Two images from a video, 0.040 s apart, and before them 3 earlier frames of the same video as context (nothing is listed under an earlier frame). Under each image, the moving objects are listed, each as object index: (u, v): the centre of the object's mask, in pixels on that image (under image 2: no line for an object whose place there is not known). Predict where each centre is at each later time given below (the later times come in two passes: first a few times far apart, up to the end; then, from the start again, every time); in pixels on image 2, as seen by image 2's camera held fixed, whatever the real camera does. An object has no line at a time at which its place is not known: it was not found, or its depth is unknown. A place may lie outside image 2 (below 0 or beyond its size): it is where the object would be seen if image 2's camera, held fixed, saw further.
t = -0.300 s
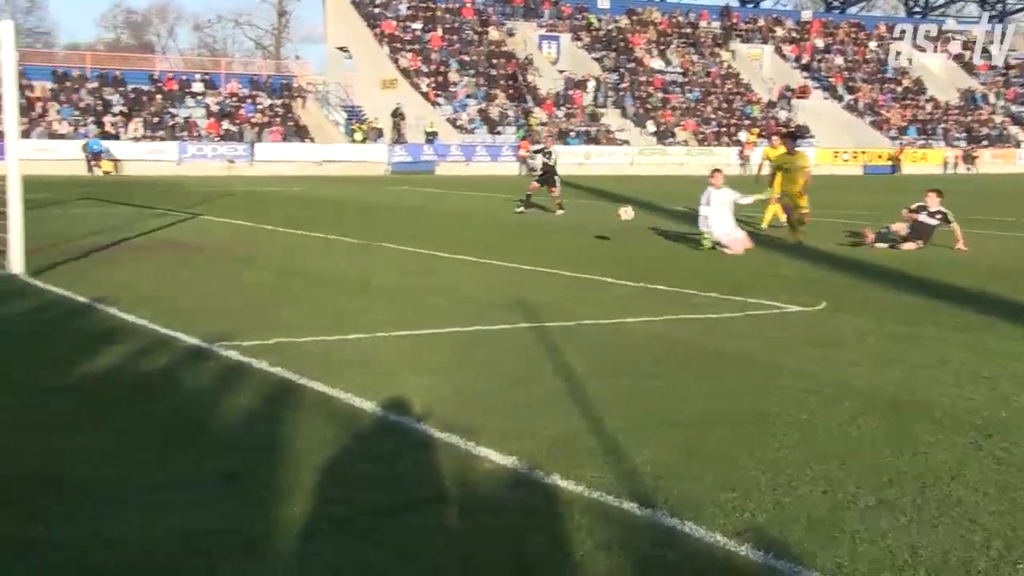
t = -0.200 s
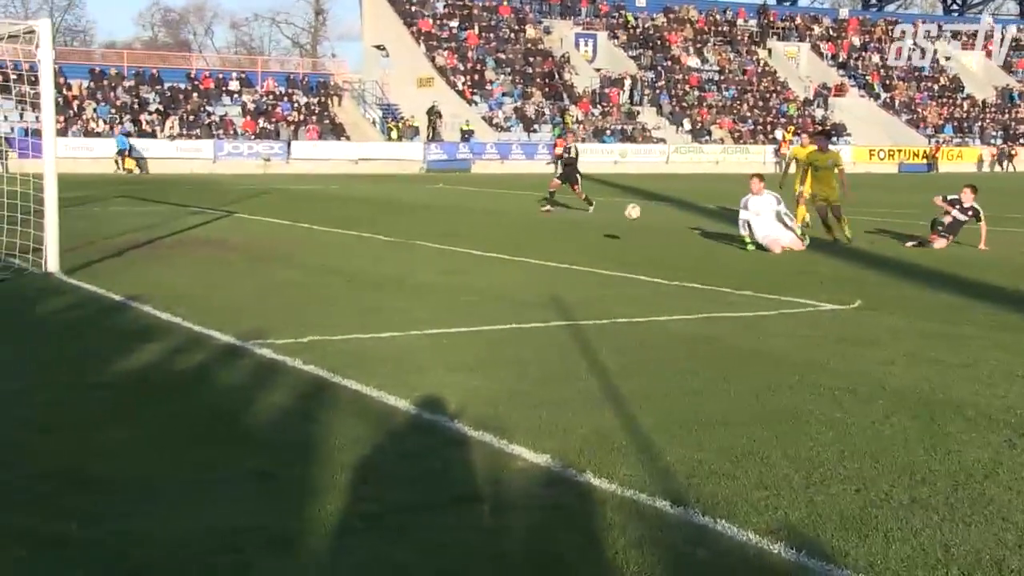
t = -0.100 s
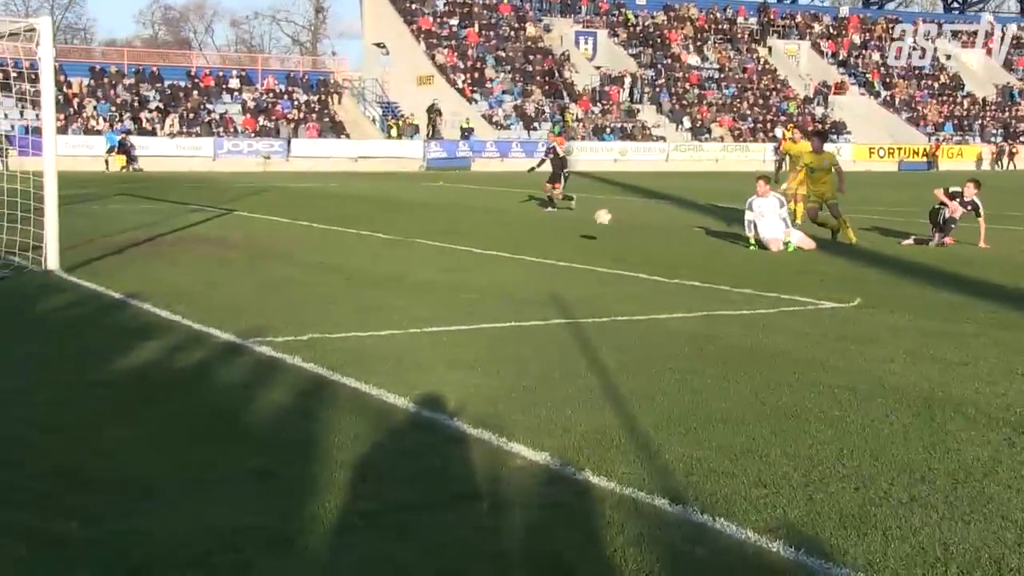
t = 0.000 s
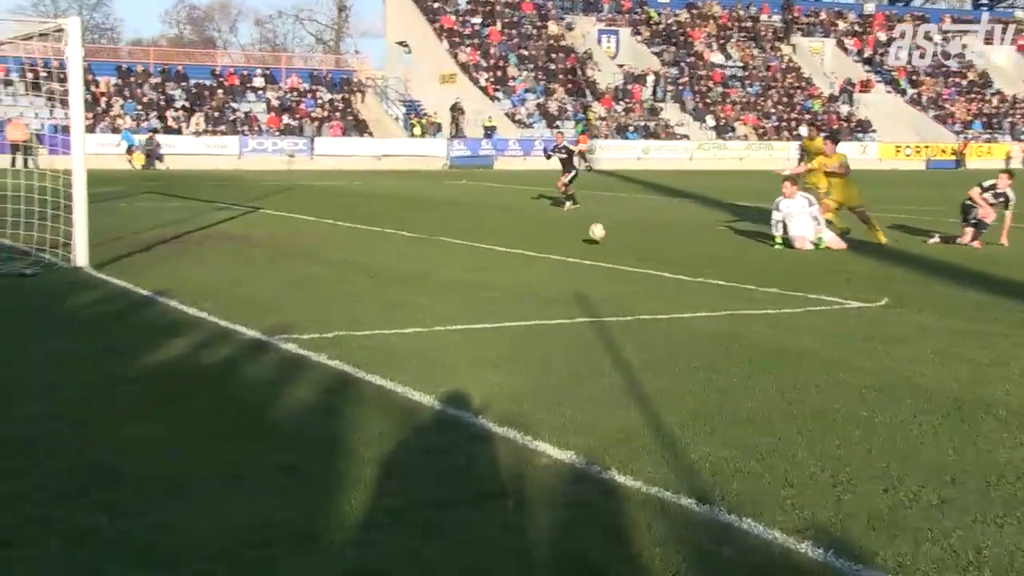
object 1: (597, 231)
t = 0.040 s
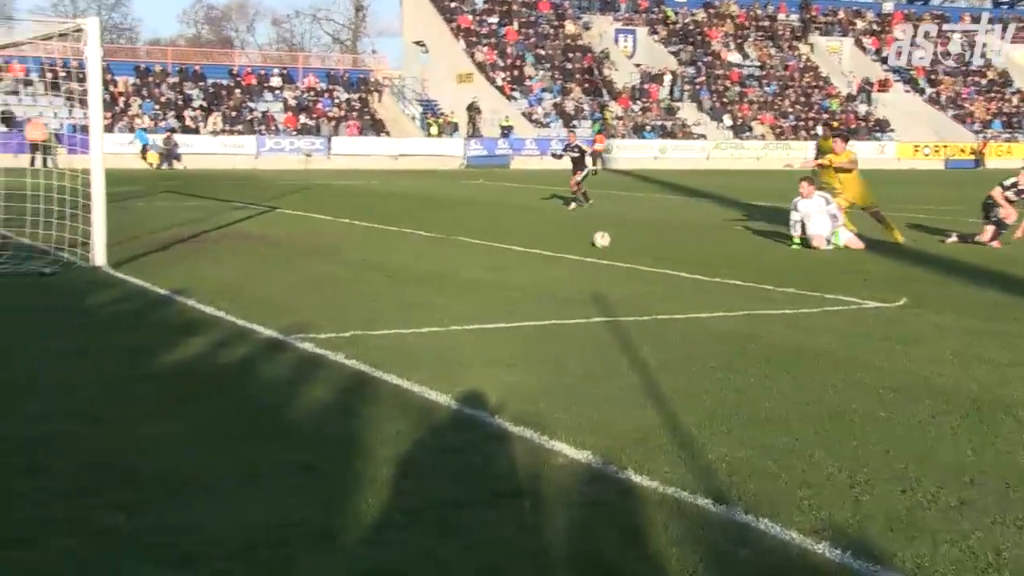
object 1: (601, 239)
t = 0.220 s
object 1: (548, 225)
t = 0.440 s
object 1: (478, 240)
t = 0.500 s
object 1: (459, 245)
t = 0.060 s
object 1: (595, 239)
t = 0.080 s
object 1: (589, 237)
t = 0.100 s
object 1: (583, 234)
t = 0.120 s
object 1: (578, 232)
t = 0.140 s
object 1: (572, 230)
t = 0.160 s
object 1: (566, 228)
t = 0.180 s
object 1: (560, 227)
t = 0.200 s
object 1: (554, 226)
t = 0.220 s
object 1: (548, 225)
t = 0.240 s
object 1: (541, 224)
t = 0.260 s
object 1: (535, 225)
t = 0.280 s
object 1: (529, 225)
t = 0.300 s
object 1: (523, 225)
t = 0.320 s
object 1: (517, 226)
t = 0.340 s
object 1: (510, 227)
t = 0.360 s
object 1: (504, 228)
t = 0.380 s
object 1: (497, 230)
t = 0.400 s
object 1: (491, 233)
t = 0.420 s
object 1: (485, 236)
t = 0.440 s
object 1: (478, 240)
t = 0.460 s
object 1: (472, 243)
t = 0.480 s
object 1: (465, 246)
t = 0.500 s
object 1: (459, 245)
